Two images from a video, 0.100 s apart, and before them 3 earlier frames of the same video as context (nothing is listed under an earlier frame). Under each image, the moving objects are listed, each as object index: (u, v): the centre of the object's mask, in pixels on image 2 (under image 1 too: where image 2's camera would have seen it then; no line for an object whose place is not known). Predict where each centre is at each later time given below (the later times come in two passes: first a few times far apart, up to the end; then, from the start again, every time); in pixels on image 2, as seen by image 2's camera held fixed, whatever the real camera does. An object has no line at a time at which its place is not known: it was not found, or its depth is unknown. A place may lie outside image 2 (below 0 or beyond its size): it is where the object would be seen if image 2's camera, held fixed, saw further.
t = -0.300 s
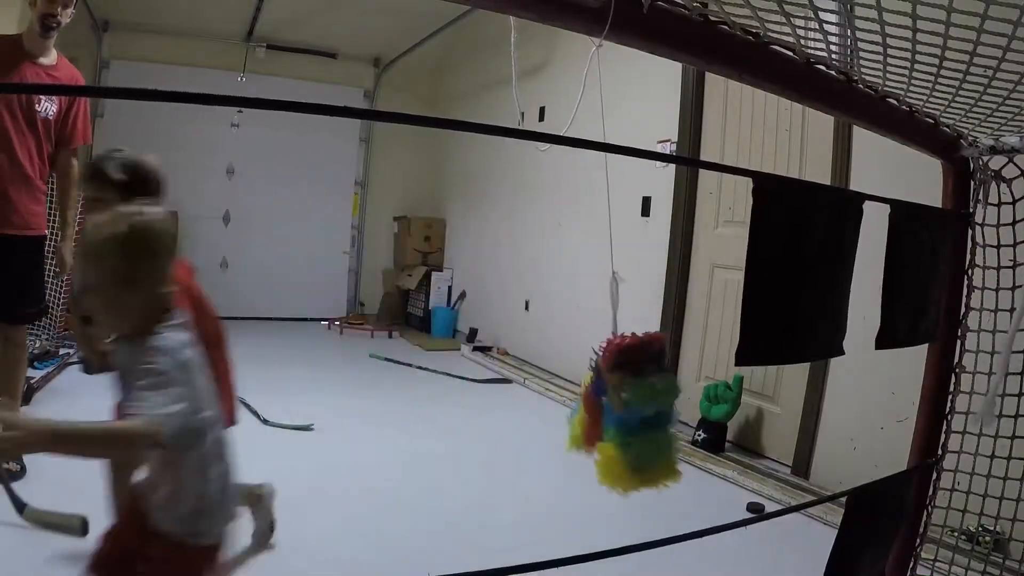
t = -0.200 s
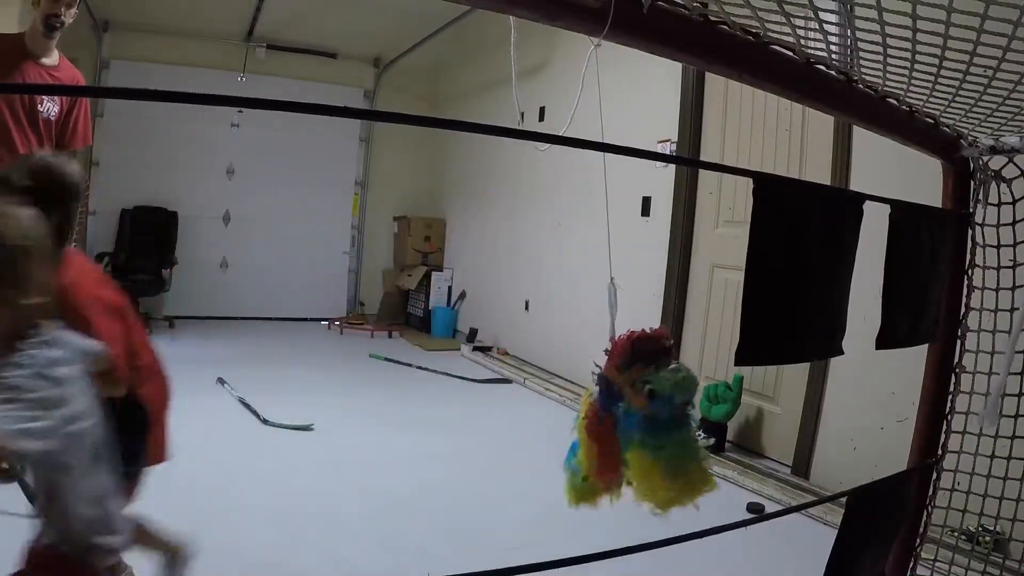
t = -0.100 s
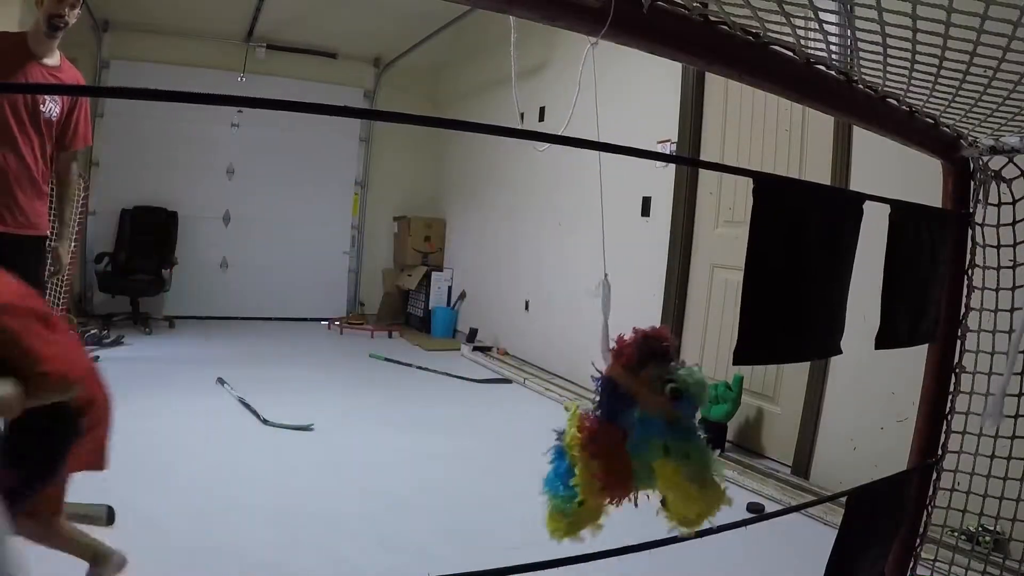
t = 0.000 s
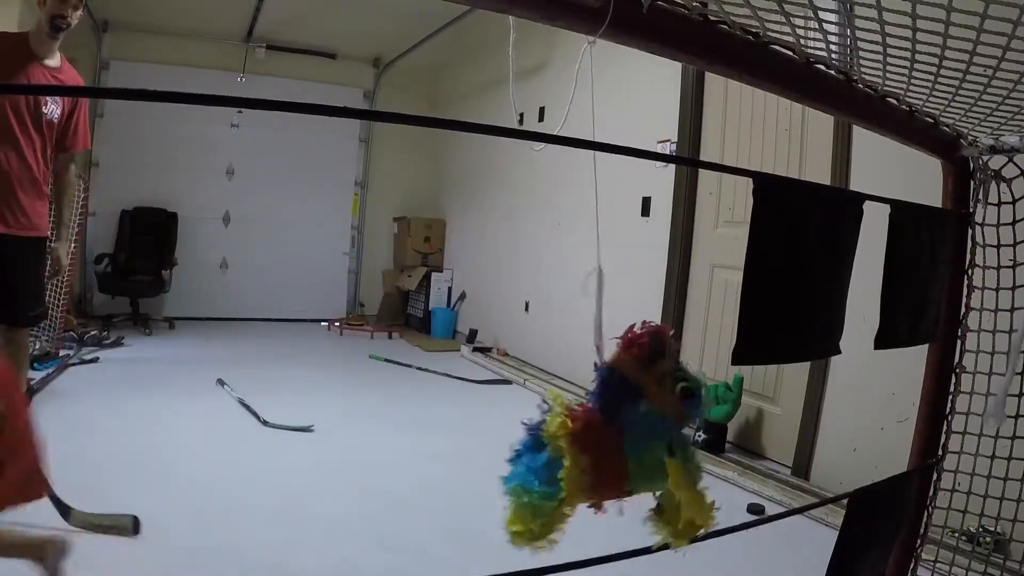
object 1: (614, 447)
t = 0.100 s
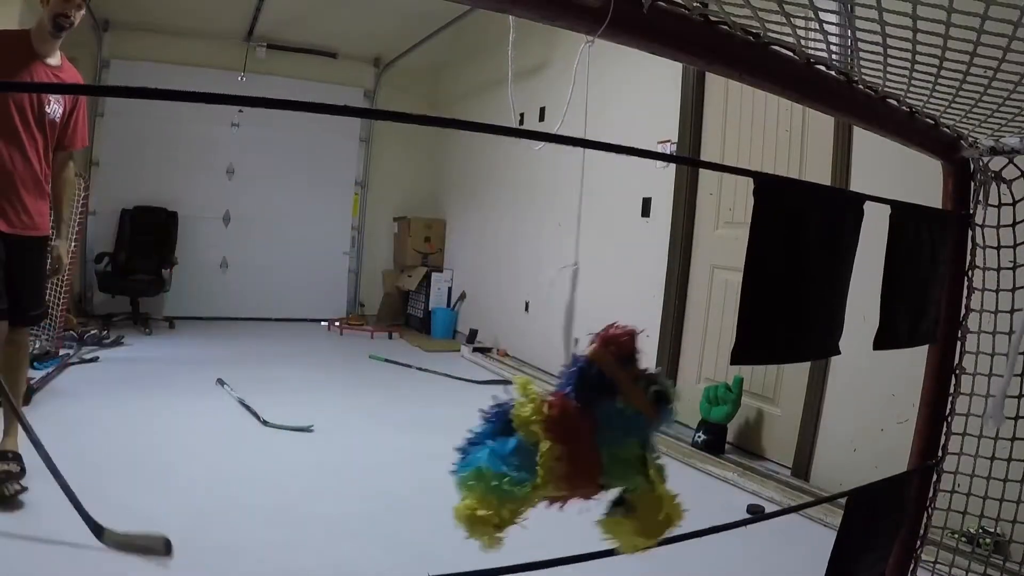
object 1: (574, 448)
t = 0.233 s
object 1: (512, 446)
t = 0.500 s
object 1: (497, 402)
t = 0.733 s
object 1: (546, 357)
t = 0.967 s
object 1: (598, 382)
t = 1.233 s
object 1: (614, 443)
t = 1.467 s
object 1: (549, 436)
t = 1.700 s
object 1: (491, 432)
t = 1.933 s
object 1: (514, 397)
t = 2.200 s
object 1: (589, 373)
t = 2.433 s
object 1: (640, 406)
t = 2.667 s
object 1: (623, 450)
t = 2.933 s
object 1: (507, 443)
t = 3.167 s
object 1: (464, 406)
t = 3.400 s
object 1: (515, 378)
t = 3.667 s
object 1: (598, 389)
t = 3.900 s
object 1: (631, 425)
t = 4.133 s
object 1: (571, 444)
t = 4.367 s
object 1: (471, 423)
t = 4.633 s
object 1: (466, 397)
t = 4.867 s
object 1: (542, 399)
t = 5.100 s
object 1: (627, 417)
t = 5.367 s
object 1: (645, 438)
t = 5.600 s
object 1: (554, 440)
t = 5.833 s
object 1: (479, 420)
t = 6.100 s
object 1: (515, 405)
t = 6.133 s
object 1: (525, 404)
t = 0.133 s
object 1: (557, 445)
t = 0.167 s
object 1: (540, 445)
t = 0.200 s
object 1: (526, 447)
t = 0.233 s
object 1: (512, 446)
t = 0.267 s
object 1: (502, 442)
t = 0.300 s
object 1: (494, 440)
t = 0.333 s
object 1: (488, 438)
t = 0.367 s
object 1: (485, 429)
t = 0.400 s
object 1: (485, 424)
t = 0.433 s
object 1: (487, 419)
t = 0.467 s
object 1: (490, 410)
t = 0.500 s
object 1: (497, 402)
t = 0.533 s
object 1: (504, 394)
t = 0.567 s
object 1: (510, 386)
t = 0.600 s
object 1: (517, 376)
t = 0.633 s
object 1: (524, 370)
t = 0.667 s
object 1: (531, 365)
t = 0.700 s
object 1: (538, 359)
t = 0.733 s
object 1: (546, 357)
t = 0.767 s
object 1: (554, 356)
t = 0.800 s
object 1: (561, 355)
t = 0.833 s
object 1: (569, 357)
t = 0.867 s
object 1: (577, 362)
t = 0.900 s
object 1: (584, 367)
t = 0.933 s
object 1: (591, 374)
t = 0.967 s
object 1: (598, 382)
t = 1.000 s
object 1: (603, 390)
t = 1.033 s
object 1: (608, 399)
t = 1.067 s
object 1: (612, 408)
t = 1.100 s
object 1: (615, 416)
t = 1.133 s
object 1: (617, 424)
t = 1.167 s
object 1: (618, 432)
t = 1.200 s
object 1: (617, 438)
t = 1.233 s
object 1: (614, 443)
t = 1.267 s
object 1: (608, 445)
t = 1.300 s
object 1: (602, 446)
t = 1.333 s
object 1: (593, 445)
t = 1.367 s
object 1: (582, 443)
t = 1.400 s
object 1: (571, 439)
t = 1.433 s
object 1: (560, 437)
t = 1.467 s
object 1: (549, 436)
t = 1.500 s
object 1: (539, 436)
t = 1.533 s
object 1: (529, 436)
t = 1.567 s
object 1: (519, 435)
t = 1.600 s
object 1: (508, 435)
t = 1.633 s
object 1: (501, 435)
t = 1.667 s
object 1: (495, 434)
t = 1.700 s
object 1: (491, 432)
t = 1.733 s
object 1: (490, 430)
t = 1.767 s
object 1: (490, 426)
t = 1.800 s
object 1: (492, 421)
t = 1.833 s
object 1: (495, 415)
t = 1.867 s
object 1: (501, 409)
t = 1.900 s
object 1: (507, 403)
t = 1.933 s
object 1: (514, 397)
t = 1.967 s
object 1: (522, 391)
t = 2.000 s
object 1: (531, 386)
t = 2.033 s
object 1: (541, 381)
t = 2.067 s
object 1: (551, 377)
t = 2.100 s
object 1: (560, 375)
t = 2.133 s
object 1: (570, 373)
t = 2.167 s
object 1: (579, 372)
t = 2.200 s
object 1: (589, 373)
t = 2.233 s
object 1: (598, 375)
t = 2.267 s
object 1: (607, 378)
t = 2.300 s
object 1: (615, 381)
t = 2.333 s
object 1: (622, 386)
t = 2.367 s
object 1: (629, 392)
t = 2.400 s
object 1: (635, 399)
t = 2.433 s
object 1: (640, 406)
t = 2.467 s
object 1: (643, 413)
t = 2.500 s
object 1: (644, 419)
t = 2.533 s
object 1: (645, 427)
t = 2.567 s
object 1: (643, 434)
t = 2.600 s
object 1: (638, 440)
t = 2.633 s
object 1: (631, 445)
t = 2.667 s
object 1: (623, 450)
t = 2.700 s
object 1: (612, 452)
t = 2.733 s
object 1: (599, 454)
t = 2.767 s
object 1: (585, 454)
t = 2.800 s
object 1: (570, 453)
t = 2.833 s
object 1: (554, 451)
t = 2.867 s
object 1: (538, 448)
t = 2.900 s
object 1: (522, 446)
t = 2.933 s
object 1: (507, 443)
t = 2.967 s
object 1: (493, 439)
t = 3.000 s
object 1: (482, 434)
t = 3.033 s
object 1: (474, 428)
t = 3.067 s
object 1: (467, 423)
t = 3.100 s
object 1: (464, 417)
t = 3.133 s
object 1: (463, 412)
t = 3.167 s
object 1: (464, 406)
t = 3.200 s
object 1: (467, 401)
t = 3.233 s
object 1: (472, 396)
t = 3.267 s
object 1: (479, 391)
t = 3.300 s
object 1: (486, 387)
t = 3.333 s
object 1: (495, 384)
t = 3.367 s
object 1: (504, 380)
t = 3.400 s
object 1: (515, 378)
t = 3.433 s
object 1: (524, 375)
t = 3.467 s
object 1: (535, 375)
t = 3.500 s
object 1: (547, 376)
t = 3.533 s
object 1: (558, 377)
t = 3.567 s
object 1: (569, 379)
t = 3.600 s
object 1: (579, 382)
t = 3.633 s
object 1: (589, 385)
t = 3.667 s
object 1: (598, 389)
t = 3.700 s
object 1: (607, 394)
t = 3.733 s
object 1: (614, 399)
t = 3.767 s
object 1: (621, 405)
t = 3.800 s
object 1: (626, 410)
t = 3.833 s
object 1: (630, 415)
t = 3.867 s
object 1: (631, 420)
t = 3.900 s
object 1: (631, 425)
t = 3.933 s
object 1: (629, 430)
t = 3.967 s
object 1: (625, 435)
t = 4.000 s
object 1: (619, 438)
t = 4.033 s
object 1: (610, 441)
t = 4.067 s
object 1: (599, 442)
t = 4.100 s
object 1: (586, 444)
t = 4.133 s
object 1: (571, 444)
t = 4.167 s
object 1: (556, 443)
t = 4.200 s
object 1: (540, 441)
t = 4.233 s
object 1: (524, 439)
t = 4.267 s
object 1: (508, 435)
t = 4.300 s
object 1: (494, 431)
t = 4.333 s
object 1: (481, 427)
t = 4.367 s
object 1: (471, 423)
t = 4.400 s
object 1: (463, 419)
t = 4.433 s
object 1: (457, 415)
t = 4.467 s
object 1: (453, 411)
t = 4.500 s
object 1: (451, 407)
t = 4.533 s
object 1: (452, 404)
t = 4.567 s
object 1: (455, 401)
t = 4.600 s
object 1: (459, 399)
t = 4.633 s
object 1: (466, 397)
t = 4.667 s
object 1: (474, 396)
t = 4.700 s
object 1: (483, 395)
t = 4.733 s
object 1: (494, 395)
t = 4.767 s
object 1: (505, 396)
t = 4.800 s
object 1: (517, 397)
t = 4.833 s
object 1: (530, 398)
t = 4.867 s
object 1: (542, 399)
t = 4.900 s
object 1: (555, 402)
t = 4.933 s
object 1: (568, 404)
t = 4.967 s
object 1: (581, 407)
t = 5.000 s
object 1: (594, 410)
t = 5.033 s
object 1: (606, 412)
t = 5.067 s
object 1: (617, 415)
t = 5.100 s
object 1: (627, 417)
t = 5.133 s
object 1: (636, 420)
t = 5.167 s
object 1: (643, 424)
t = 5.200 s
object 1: (649, 426)
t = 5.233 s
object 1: (653, 428)
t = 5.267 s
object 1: (655, 431)
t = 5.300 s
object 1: (654, 434)
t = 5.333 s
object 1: (651, 436)
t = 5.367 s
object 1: (645, 438)
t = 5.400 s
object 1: (637, 440)
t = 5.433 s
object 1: (627, 441)
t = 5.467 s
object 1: (615, 442)
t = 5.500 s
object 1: (601, 442)
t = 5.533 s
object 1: (585, 442)
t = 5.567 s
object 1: (570, 441)
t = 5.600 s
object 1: (554, 440)
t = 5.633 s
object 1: (538, 438)
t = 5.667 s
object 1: (524, 436)
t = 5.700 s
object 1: (511, 433)
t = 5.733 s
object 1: (499, 430)
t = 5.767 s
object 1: (490, 426)
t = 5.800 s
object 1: (483, 423)
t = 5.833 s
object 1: (479, 420)
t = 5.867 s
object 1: (477, 418)
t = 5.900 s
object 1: (477, 415)
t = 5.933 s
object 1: (479, 413)
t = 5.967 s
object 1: (483, 410)
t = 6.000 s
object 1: (489, 409)
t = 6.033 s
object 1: (496, 407)
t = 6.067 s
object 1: (505, 406)
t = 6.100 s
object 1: (515, 405)
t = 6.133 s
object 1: (525, 404)
